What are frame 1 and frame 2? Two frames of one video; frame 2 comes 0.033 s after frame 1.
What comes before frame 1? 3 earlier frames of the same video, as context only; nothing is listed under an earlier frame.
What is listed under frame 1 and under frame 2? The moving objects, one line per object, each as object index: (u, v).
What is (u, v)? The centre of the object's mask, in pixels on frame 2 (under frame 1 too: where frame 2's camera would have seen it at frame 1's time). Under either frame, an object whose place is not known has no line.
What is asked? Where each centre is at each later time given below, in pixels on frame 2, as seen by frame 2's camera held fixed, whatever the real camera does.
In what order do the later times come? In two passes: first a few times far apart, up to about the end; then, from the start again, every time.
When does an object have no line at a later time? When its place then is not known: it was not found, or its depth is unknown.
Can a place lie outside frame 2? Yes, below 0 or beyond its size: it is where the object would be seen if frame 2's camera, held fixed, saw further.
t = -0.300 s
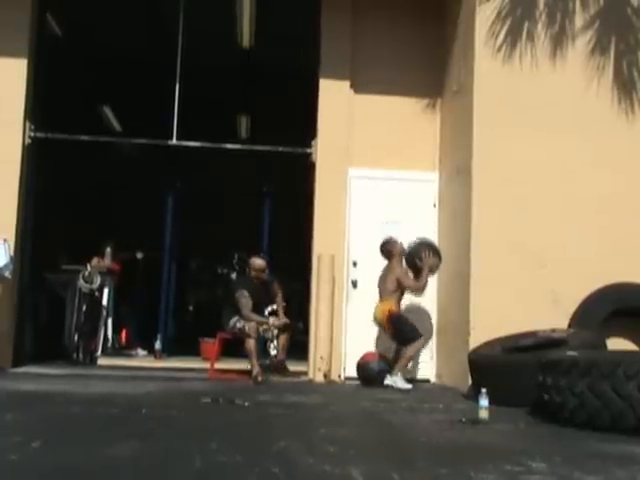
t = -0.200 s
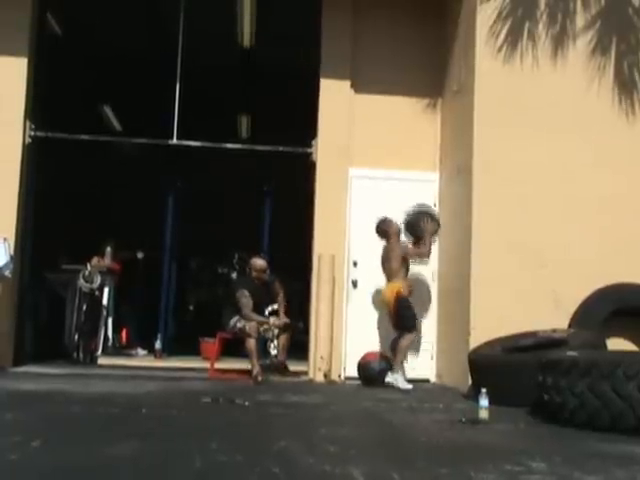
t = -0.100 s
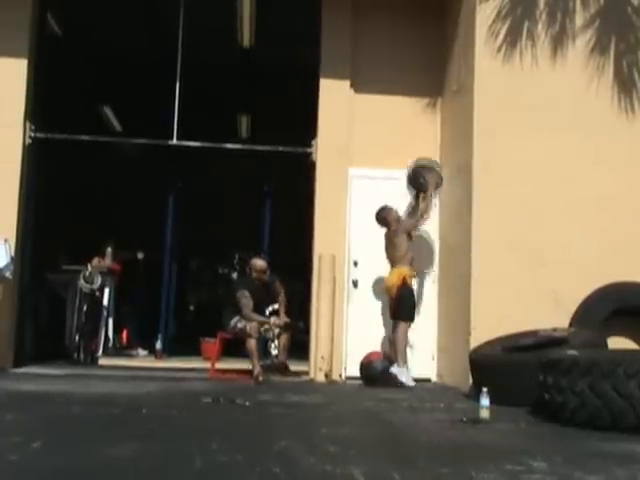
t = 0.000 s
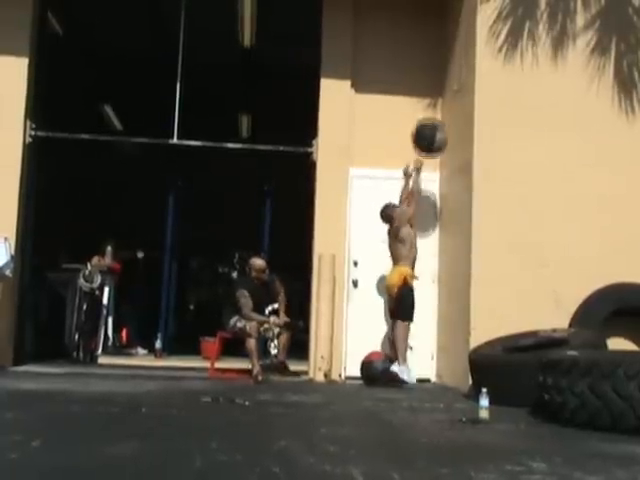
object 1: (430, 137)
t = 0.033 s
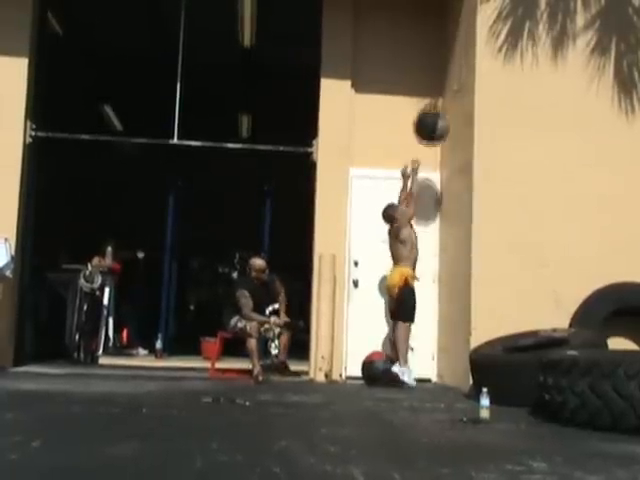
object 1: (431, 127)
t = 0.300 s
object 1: (443, 75)
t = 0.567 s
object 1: (433, 94)
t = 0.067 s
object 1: (433, 115)
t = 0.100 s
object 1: (433, 107)
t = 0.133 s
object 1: (435, 99)
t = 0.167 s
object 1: (438, 92)
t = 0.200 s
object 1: (439, 85)
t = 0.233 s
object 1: (441, 80)
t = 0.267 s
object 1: (442, 77)
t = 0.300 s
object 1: (443, 75)
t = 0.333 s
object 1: (442, 74)
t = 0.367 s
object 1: (442, 74)
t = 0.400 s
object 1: (440, 75)
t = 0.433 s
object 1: (439, 76)
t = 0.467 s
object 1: (438, 79)
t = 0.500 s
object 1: (436, 82)
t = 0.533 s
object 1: (435, 88)
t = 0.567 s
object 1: (433, 94)
